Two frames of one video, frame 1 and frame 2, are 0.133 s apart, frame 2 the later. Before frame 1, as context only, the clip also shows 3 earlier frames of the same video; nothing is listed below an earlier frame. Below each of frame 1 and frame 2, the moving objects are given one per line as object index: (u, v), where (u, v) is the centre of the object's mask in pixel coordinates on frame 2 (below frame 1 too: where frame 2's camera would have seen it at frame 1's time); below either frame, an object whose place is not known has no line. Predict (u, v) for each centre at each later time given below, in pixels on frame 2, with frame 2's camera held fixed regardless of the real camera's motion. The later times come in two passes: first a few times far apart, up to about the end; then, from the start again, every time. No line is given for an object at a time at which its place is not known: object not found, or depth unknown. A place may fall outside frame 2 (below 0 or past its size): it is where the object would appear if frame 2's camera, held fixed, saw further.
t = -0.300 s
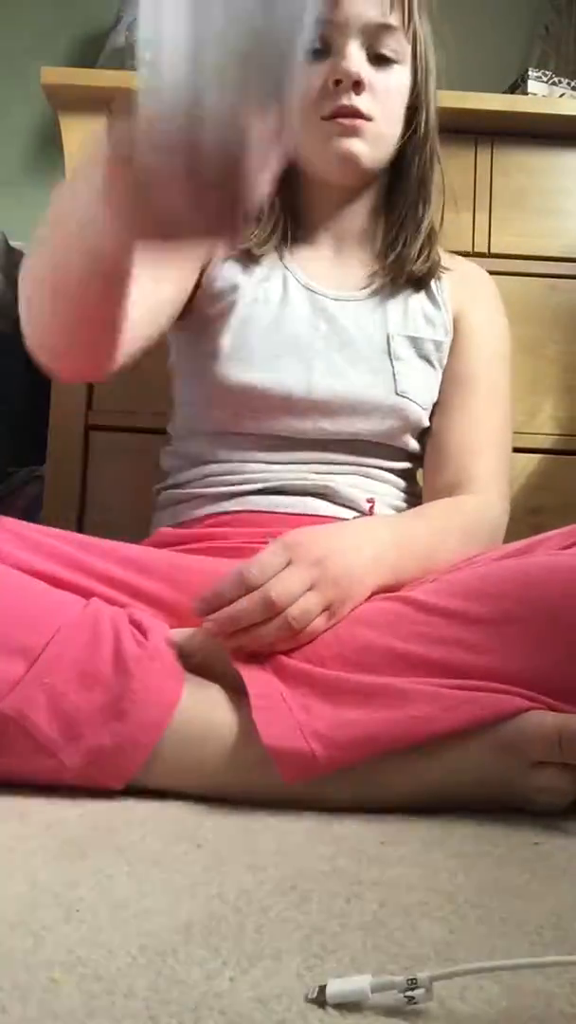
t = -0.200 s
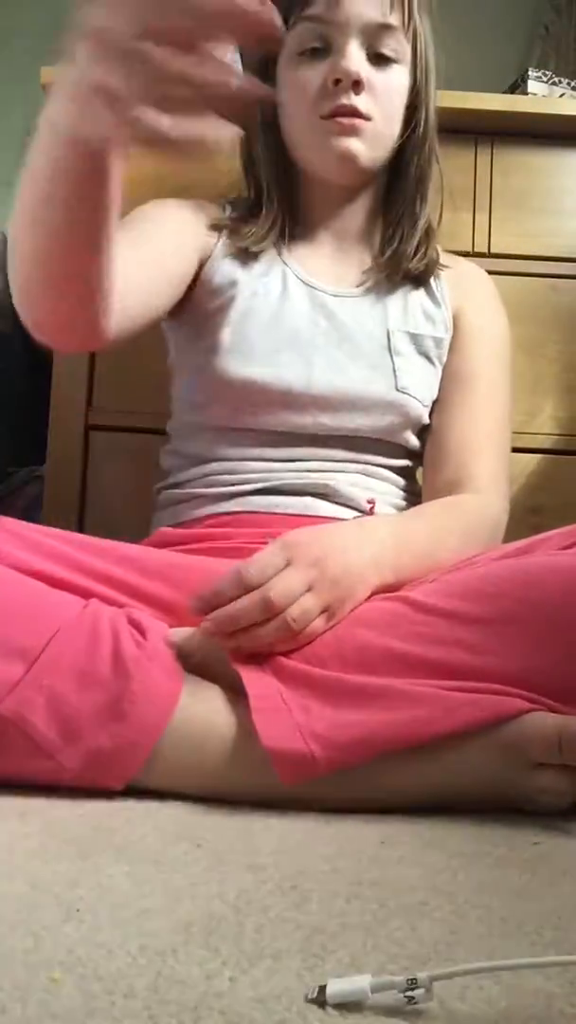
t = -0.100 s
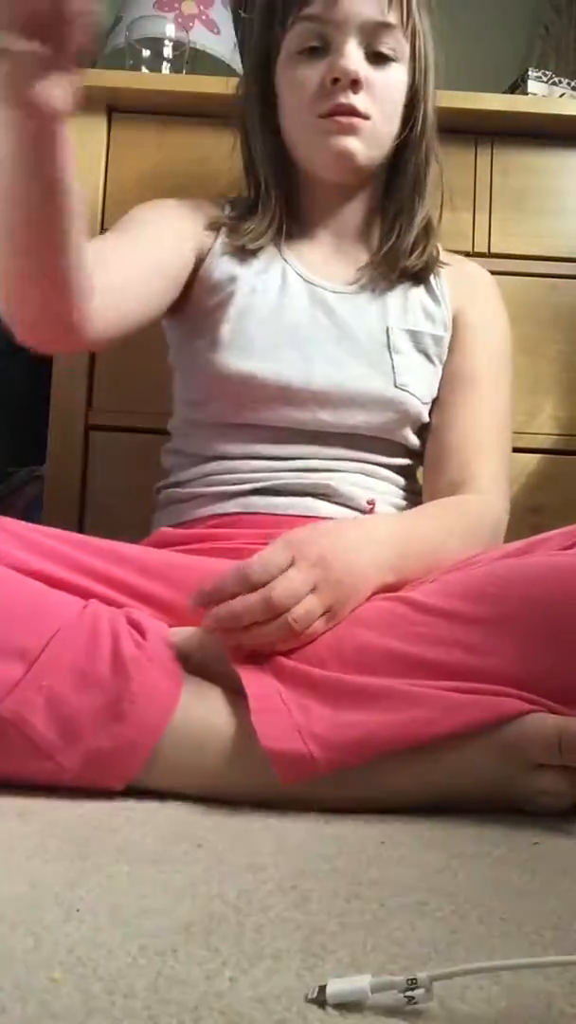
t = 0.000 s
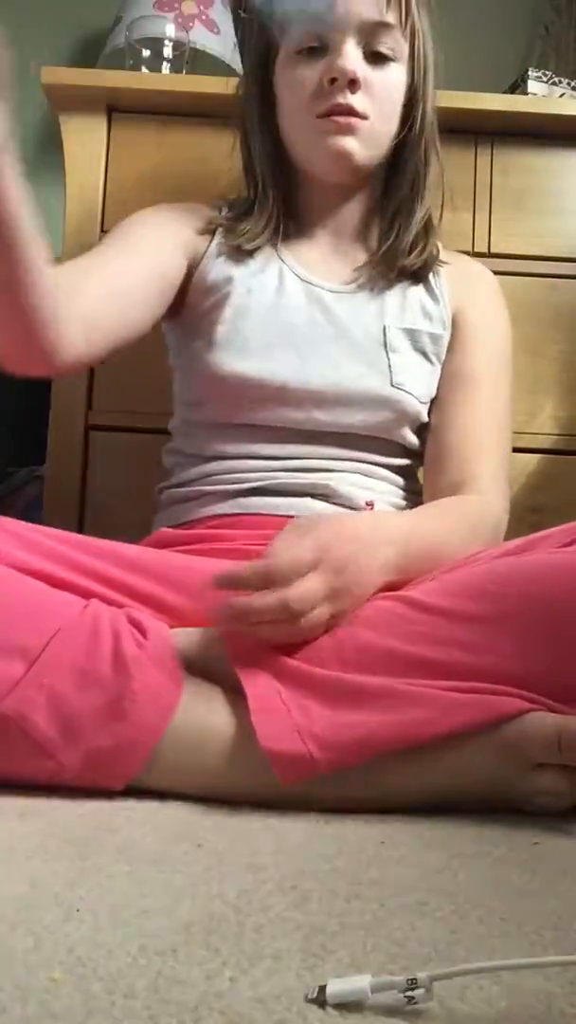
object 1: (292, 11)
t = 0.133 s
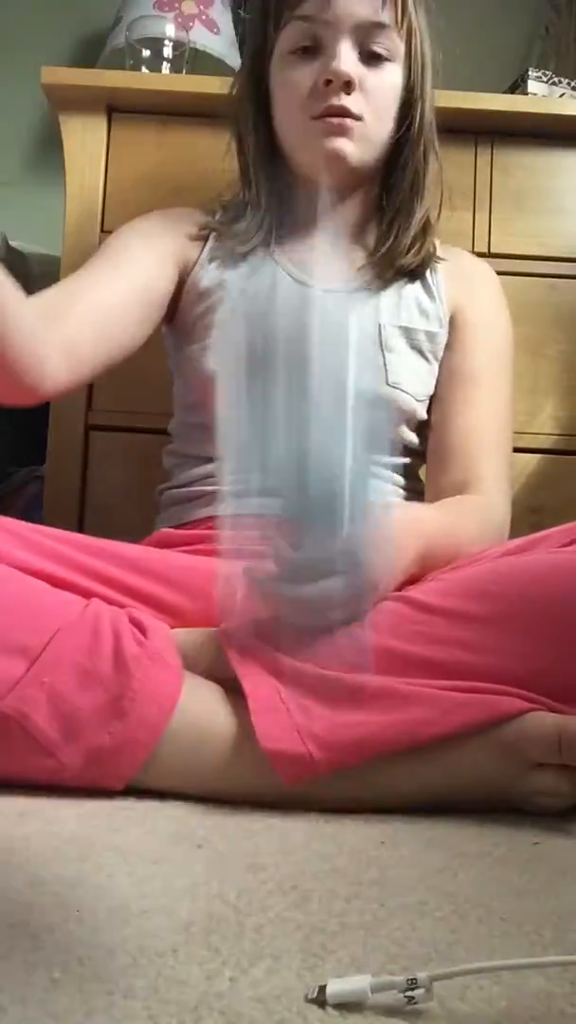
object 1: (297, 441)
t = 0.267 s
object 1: (260, 756)
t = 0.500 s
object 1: (192, 786)
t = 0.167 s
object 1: (293, 664)
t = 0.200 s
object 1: (297, 882)
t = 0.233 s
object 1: (281, 813)
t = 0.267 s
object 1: (260, 756)
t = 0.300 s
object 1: (247, 736)
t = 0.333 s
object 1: (237, 736)
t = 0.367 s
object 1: (229, 746)
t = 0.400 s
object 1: (221, 772)
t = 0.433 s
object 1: (211, 779)
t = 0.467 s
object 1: (200, 780)
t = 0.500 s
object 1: (192, 786)
